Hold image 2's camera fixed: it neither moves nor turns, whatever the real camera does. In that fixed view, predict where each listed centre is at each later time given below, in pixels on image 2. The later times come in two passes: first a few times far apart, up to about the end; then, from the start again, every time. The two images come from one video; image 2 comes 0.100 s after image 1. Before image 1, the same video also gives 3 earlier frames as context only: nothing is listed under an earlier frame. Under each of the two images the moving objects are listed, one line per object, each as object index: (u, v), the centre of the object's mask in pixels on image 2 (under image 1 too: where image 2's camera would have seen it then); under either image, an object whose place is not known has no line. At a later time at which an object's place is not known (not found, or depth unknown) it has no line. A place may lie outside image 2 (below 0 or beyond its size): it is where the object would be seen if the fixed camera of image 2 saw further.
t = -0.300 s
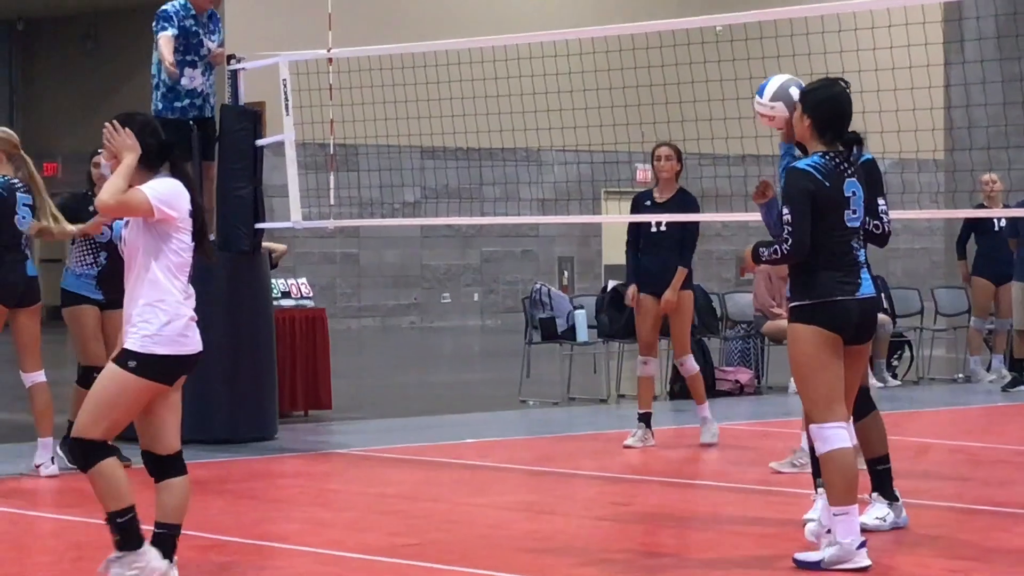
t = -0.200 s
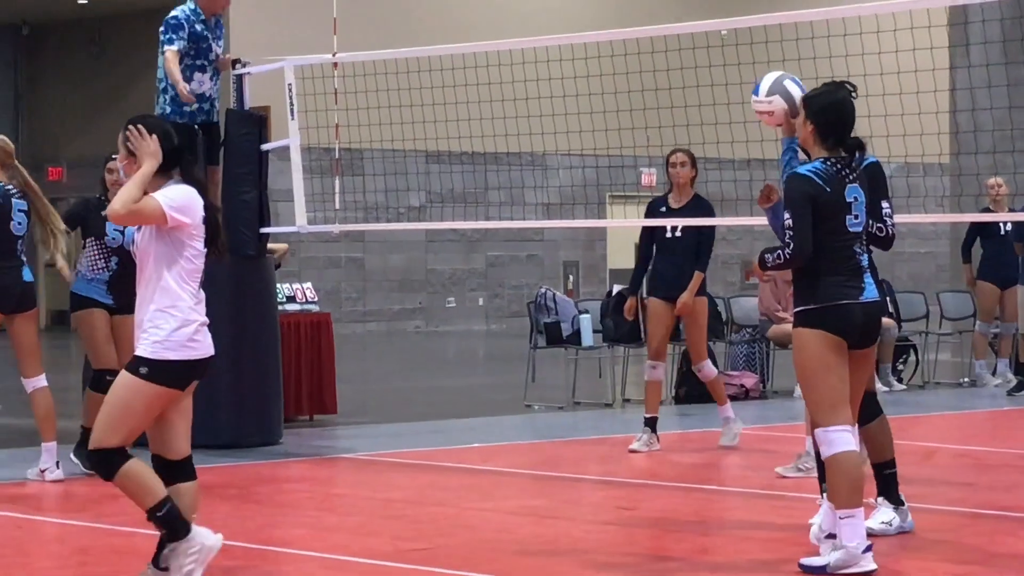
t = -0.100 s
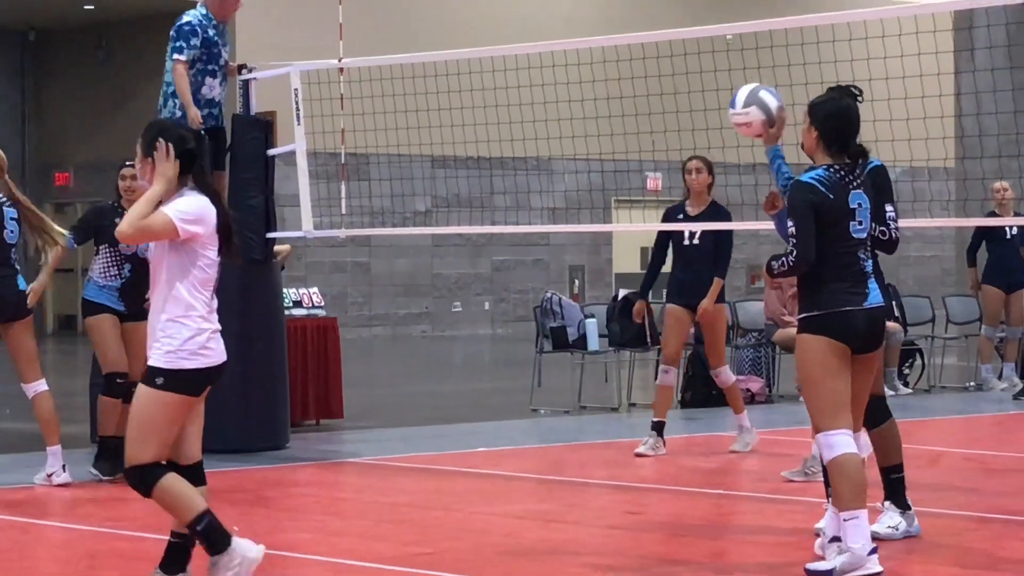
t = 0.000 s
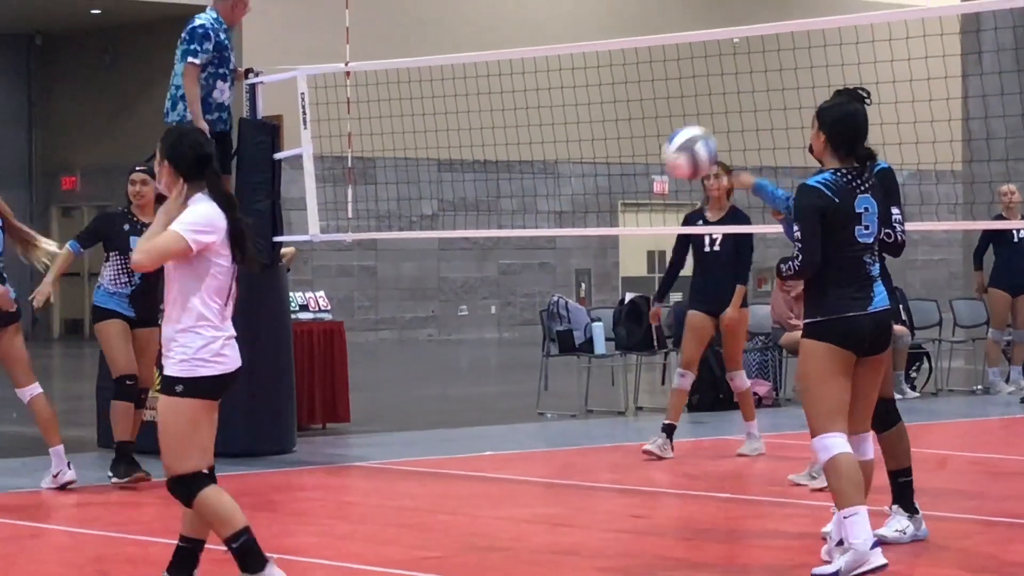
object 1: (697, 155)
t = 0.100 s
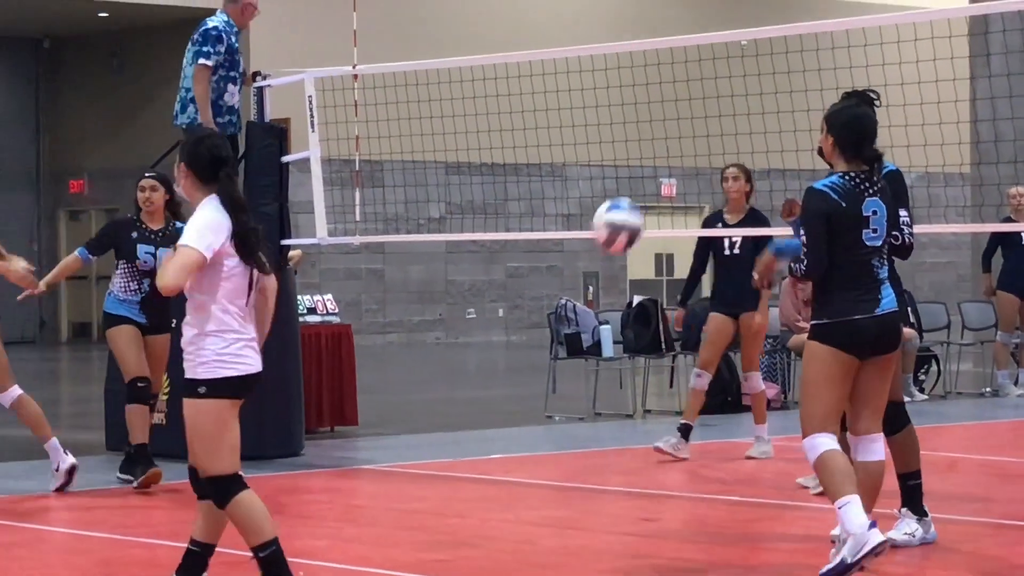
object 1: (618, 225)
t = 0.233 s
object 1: (521, 347)
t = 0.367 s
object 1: (433, 501)
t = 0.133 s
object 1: (592, 253)
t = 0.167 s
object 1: (568, 281)
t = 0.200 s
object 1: (544, 313)
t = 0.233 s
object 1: (521, 347)
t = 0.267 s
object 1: (499, 382)
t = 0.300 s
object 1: (476, 420)
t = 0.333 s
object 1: (454, 459)
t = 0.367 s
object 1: (433, 501)
